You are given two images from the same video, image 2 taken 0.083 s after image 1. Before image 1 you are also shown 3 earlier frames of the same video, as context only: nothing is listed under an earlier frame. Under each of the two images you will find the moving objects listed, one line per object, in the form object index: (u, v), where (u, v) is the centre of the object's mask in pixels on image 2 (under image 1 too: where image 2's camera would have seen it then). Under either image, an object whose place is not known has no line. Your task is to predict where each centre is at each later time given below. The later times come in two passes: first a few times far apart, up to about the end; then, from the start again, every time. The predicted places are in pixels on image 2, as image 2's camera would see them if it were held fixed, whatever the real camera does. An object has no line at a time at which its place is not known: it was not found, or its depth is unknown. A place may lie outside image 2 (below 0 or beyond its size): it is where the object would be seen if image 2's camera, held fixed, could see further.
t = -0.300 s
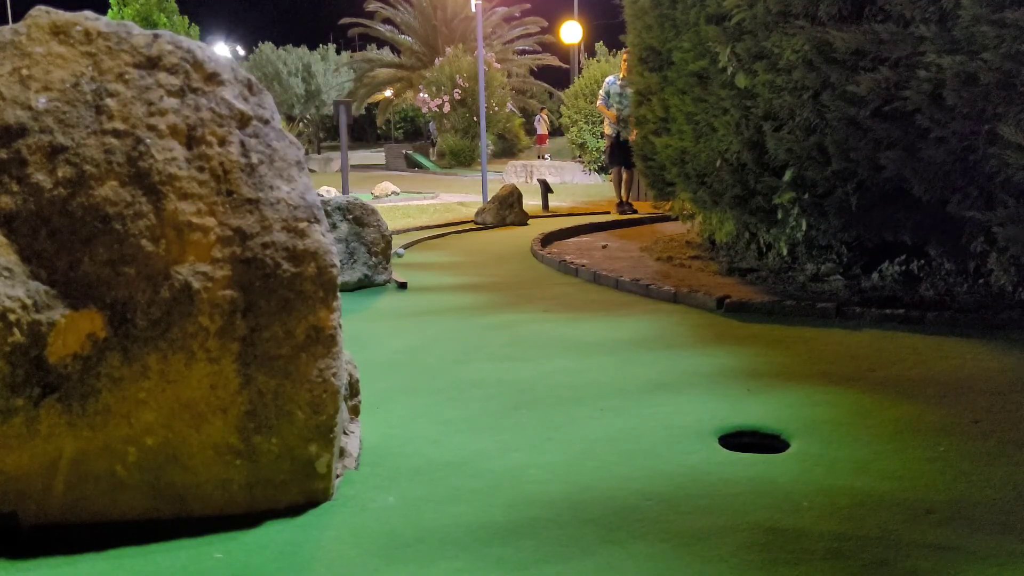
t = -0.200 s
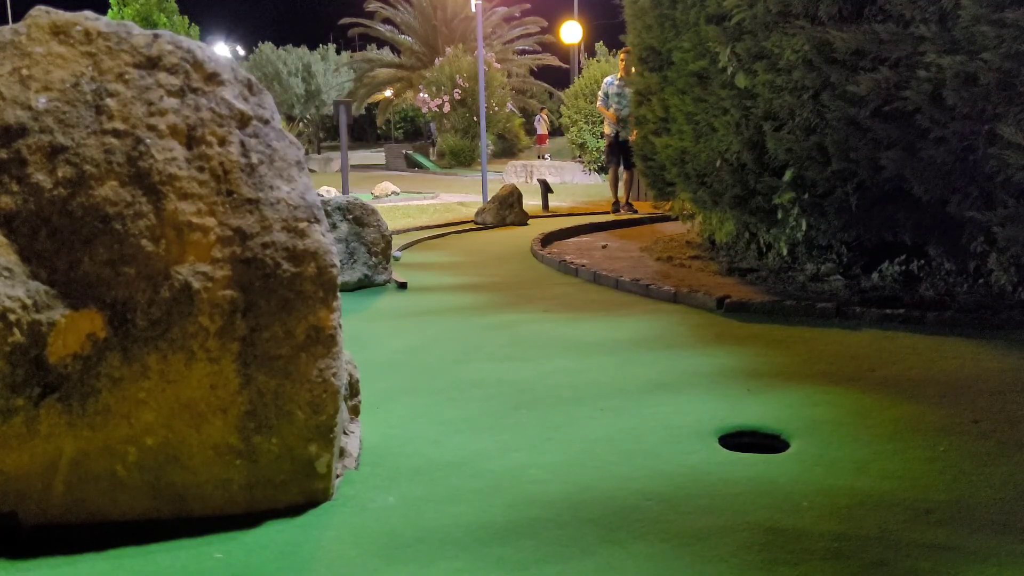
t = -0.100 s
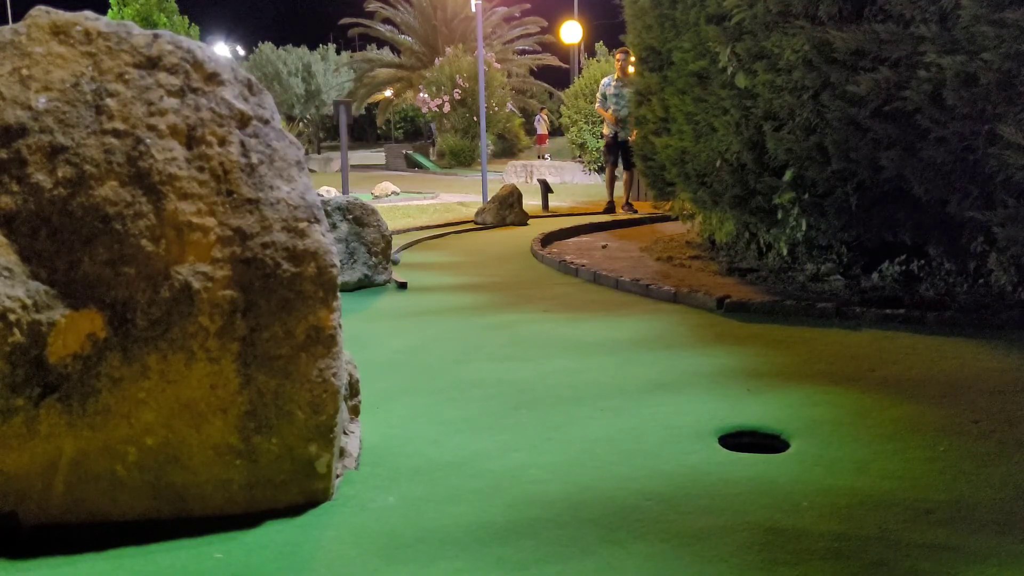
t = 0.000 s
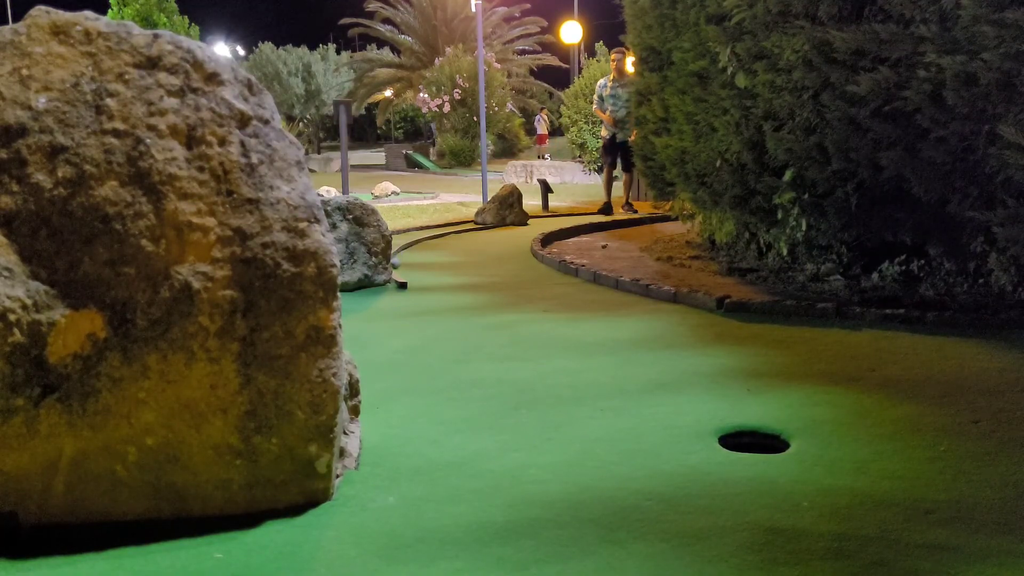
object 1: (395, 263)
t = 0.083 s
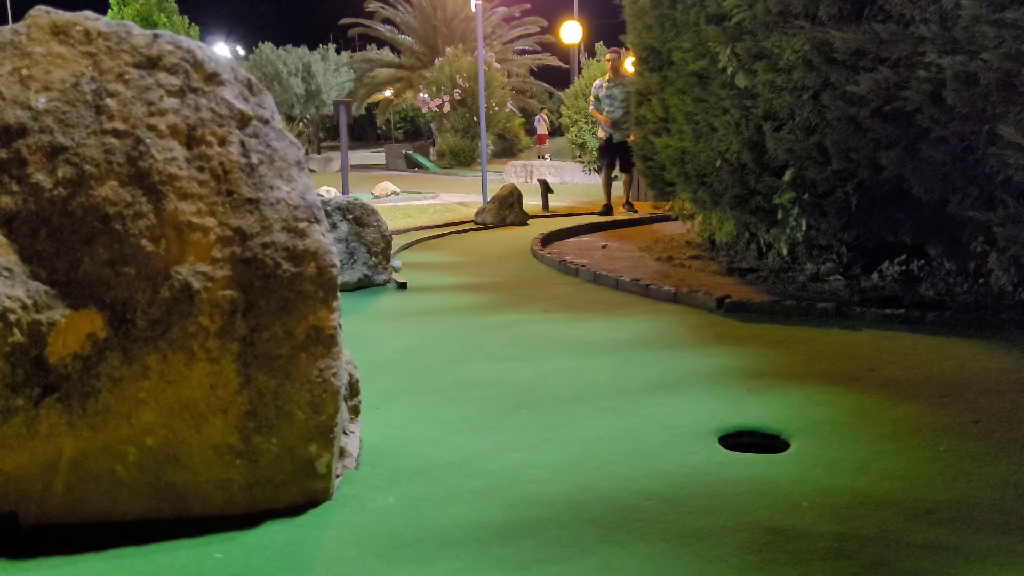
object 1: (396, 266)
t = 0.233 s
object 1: (403, 273)
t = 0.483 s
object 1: (426, 286)
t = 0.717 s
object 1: (459, 298)
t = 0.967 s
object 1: (508, 311)
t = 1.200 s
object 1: (568, 331)
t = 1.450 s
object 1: (647, 360)
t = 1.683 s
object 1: (740, 396)
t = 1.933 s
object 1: (873, 450)
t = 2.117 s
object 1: (1005, 503)
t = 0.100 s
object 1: (397, 267)
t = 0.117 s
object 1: (398, 268)
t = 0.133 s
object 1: (398, 269)
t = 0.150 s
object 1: (399, 270)
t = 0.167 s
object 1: (399, 270)
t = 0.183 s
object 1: (401, 271)
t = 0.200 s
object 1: (402, 272)
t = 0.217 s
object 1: (402, 272)
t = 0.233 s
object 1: (403, 273)
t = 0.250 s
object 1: (404, 274)
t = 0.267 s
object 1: (405, 274)
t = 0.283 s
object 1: (407, 275)
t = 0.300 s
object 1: (408, 276)
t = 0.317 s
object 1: (409, 277)
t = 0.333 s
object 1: (411, 277)
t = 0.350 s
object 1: (412, 279)
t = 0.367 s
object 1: (413, 279)
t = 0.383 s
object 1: (415, 280)
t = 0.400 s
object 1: (417, 281)
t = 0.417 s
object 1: (418, 282)
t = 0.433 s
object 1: (420, 282)
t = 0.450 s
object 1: (422, 285)
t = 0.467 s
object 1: (423, 285)
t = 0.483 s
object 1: (426, 286)
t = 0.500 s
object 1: (427, 286)
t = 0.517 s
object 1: (429, 287)
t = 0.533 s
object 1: (431, 287)
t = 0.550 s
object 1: (434, 289)
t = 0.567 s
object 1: (436, 289)
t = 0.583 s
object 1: (438, 290)
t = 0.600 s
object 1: (441, 291)
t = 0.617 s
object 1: (443, 292)
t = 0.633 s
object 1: (445, 293)
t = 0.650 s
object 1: (448, 294)
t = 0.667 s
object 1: (451, 295)
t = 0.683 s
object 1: (453, 296)
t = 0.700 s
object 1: (456, 296)
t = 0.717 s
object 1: (459, 298)
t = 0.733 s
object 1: (462, 298)
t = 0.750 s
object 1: (465, 299)
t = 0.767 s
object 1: (468, 301)
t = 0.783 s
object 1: (471, 301)
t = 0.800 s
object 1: (474, 303)
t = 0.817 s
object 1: (477, 303)
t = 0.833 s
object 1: (480, 304)
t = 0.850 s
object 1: (484, 305)
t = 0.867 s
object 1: (487, 306)
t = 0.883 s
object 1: (490, 307)
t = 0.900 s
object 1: (494, 308)
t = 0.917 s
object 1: (498, 309)
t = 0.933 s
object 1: (501, 309)
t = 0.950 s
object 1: (505, 311)
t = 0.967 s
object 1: (508, 311)
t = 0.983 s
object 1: (512, 312)
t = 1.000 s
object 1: (516, 314)
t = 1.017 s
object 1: (520, 315)
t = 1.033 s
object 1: (524, 316)
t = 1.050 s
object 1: (528, 318)
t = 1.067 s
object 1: (532, 319)
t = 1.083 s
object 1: (537, 320)
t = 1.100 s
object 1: (541, 322)
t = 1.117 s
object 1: (545, 323)
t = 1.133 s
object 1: (549, 325)
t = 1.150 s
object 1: (554, 326)
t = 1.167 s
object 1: (558, 328)
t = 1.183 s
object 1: (563, 329)
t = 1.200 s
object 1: (568, 331)
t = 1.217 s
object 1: (572, 333)
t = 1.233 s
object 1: (577, 334)
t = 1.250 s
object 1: (582, 336)
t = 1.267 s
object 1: (587, 338)
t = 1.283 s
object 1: (592, 339)
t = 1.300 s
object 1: (598, 341)
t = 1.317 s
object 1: (603, 344)
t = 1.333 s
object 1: (608, 345)
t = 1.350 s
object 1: (614, 348)
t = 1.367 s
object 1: (619, 349)
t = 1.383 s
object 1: (624, 351)
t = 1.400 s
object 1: (630, 353)
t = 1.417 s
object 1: (635, 356)
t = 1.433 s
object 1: (641, 358)
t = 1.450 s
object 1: (647, 360)
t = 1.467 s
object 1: (653, 362)
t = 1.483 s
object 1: (658, 365)
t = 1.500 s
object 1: (665, 367)
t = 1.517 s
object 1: (671, 370)
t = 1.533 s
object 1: (677, 372)
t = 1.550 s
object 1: (684, 374)
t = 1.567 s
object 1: (691, 378)
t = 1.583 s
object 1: (698, 380)
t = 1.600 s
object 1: (705, 382)
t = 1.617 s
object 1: (712, 385)
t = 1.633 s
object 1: (718, 388)
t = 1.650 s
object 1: (726, 390)
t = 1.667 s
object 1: (733, 393)
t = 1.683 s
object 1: (740, 396)
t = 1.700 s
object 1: (748, 399)
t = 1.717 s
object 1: (756, 402)
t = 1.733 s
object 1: (764, 405)
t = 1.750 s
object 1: (773, 409)
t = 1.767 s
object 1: (781, 412)
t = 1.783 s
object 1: (789, 415)
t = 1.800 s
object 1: (798, 420)
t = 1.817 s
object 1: (806, 423)
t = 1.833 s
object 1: (816, 426)
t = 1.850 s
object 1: (824, 430)
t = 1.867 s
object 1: (834, 434)
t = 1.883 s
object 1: (843, 437)
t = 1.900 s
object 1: (853, 441)
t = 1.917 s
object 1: (863, 446)
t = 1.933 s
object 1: (873, 450)
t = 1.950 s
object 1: (885, 454)
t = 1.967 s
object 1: (895, 458)
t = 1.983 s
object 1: (906, 463)
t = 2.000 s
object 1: (918, 468)
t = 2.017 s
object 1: (928, 472)
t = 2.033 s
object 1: (941, 478)
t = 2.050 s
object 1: (954, 482)
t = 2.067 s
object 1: (965, 488)
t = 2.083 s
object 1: (979, 493)
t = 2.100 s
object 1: (993, 498)
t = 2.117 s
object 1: (1005, 503)
